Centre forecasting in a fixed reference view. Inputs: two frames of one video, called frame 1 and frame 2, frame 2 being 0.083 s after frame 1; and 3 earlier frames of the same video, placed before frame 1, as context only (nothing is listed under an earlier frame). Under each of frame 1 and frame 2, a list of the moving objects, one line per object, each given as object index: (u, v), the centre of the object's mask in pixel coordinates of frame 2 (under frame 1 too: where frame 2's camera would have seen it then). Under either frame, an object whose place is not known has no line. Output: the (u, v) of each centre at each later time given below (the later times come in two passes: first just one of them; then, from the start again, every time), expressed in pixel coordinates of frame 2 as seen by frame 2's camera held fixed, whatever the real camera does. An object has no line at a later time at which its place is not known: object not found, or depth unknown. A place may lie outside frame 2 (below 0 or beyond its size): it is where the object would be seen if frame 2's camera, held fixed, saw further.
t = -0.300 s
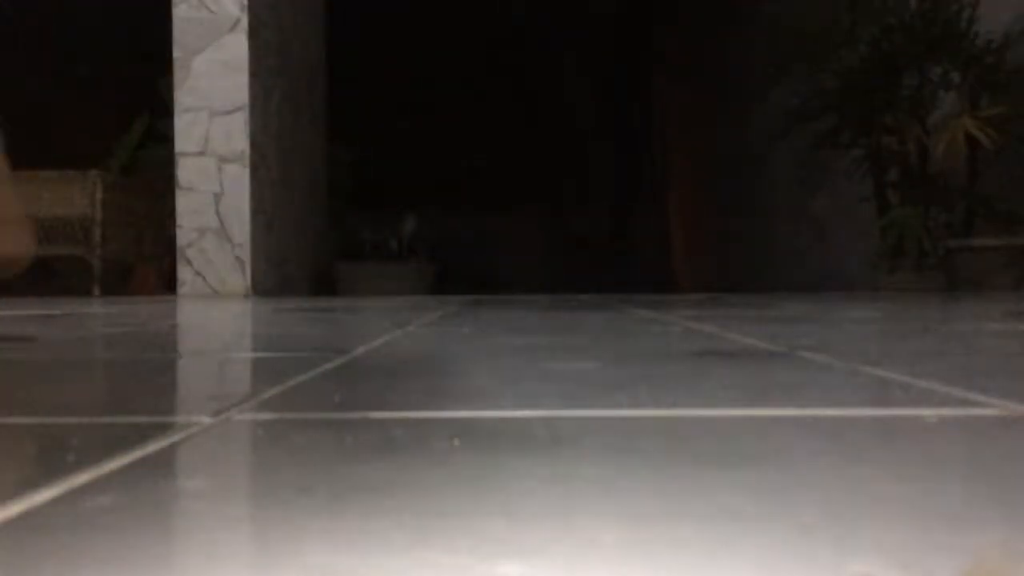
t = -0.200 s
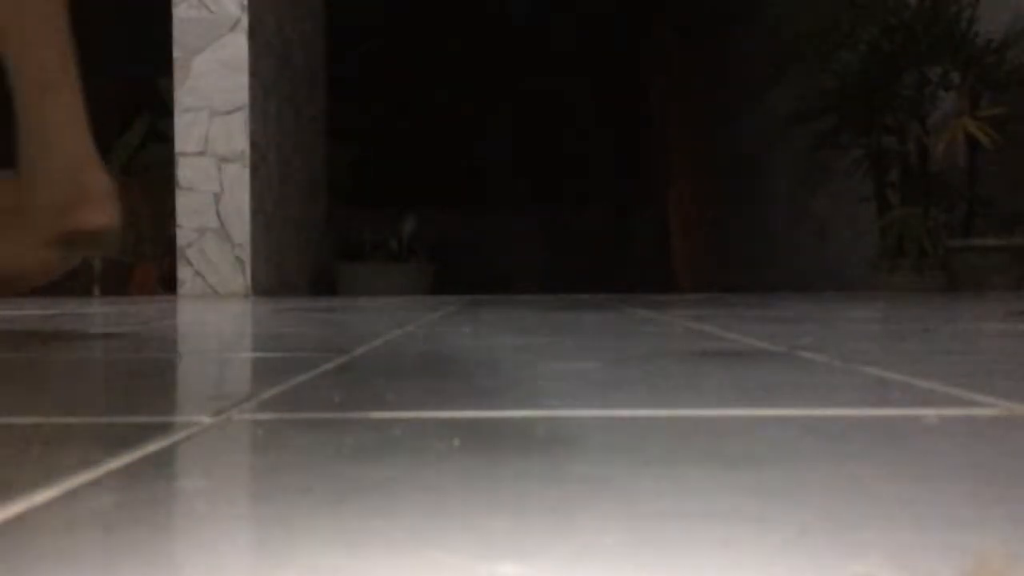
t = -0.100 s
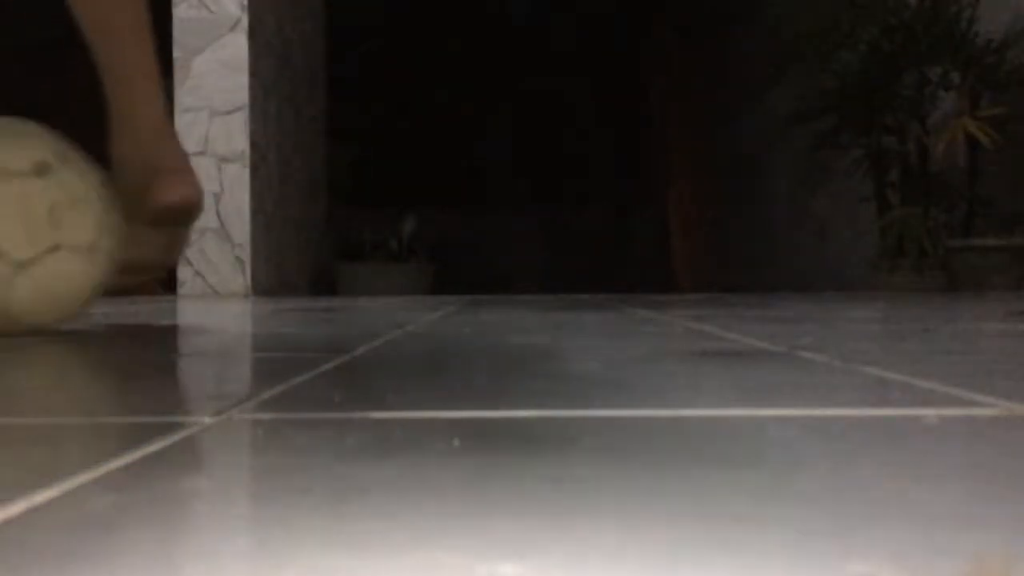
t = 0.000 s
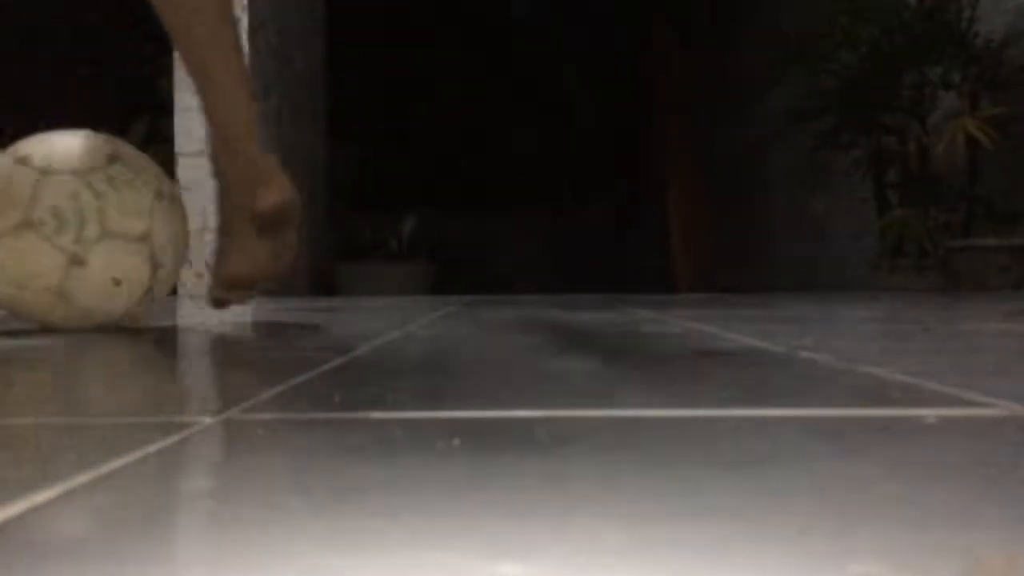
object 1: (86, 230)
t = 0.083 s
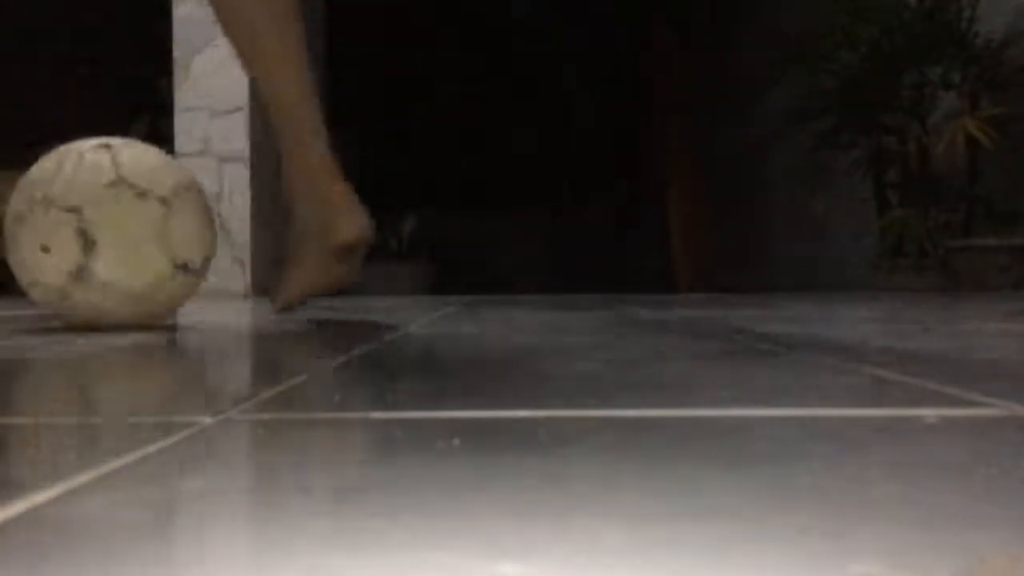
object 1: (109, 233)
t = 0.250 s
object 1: (164, 235)
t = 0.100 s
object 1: (115, 233)
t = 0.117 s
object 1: (122, 233)
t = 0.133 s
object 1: (127, 233)
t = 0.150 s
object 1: (133, 233)
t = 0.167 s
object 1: (138, 233)
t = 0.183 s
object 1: (143, 234)
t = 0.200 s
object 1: (149, 234)
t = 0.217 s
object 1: (154, 234)
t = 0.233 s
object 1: (159, 235)
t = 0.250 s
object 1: (164, 235)
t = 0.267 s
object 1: (167, 236)
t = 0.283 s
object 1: (173, 236)
